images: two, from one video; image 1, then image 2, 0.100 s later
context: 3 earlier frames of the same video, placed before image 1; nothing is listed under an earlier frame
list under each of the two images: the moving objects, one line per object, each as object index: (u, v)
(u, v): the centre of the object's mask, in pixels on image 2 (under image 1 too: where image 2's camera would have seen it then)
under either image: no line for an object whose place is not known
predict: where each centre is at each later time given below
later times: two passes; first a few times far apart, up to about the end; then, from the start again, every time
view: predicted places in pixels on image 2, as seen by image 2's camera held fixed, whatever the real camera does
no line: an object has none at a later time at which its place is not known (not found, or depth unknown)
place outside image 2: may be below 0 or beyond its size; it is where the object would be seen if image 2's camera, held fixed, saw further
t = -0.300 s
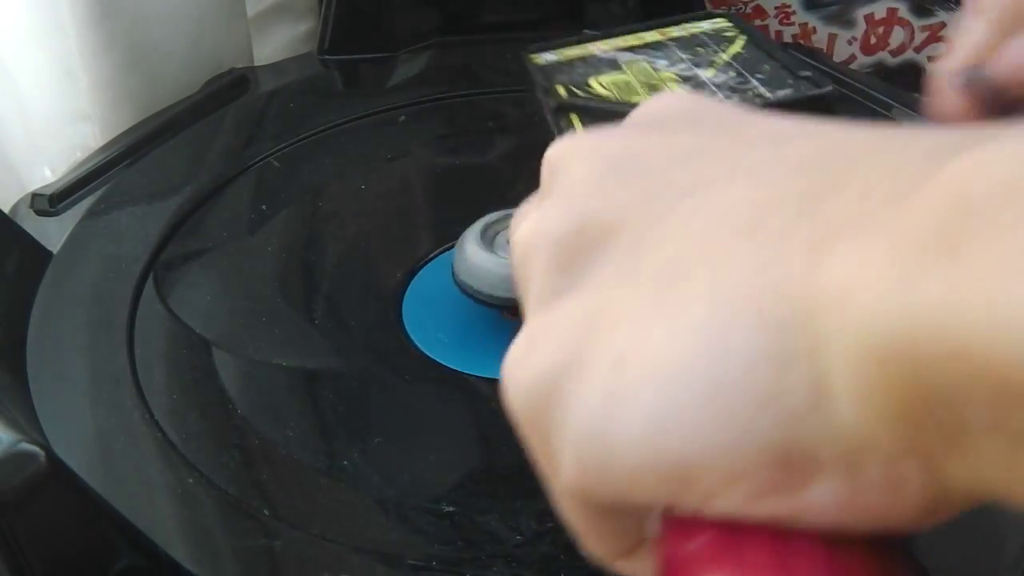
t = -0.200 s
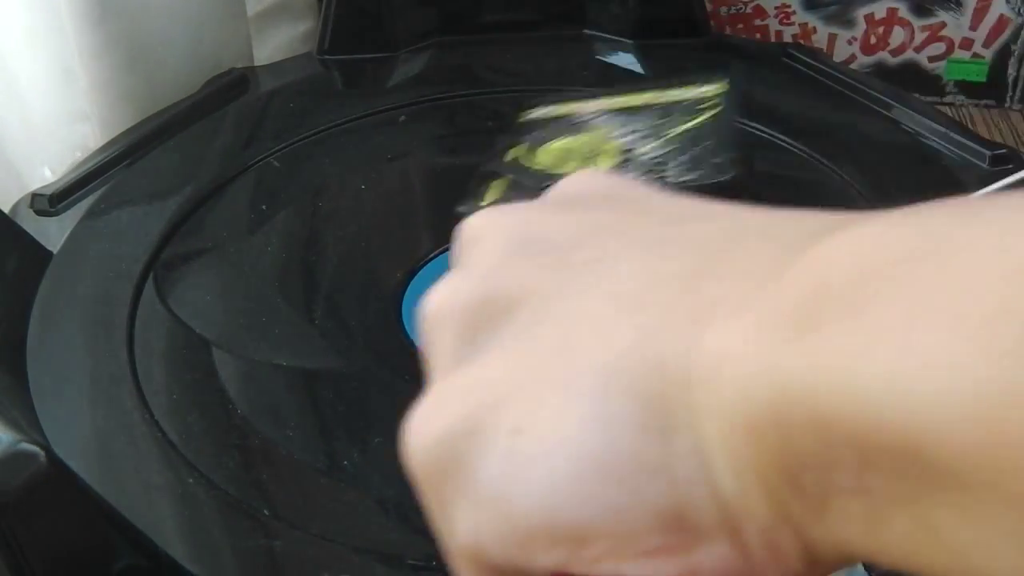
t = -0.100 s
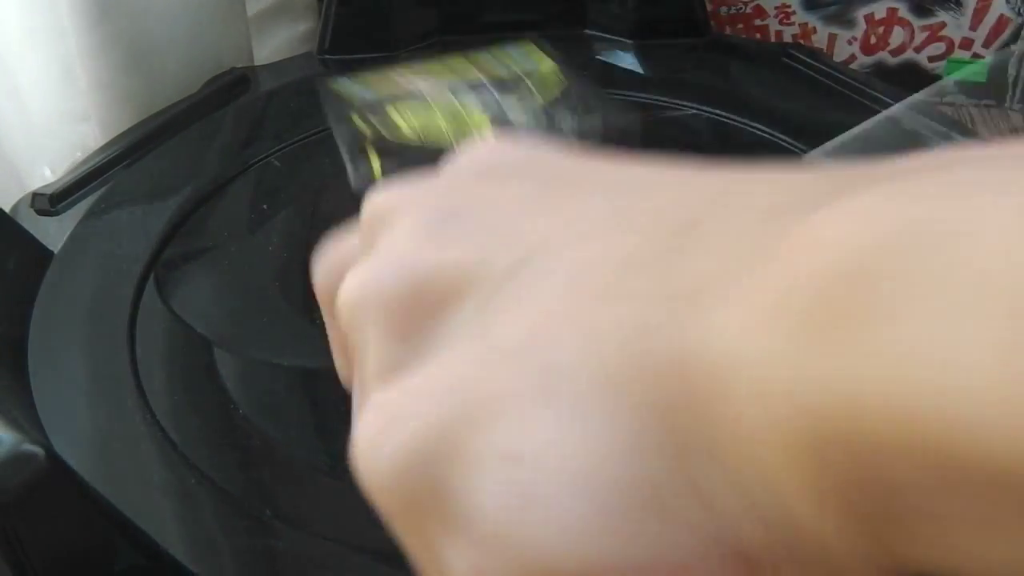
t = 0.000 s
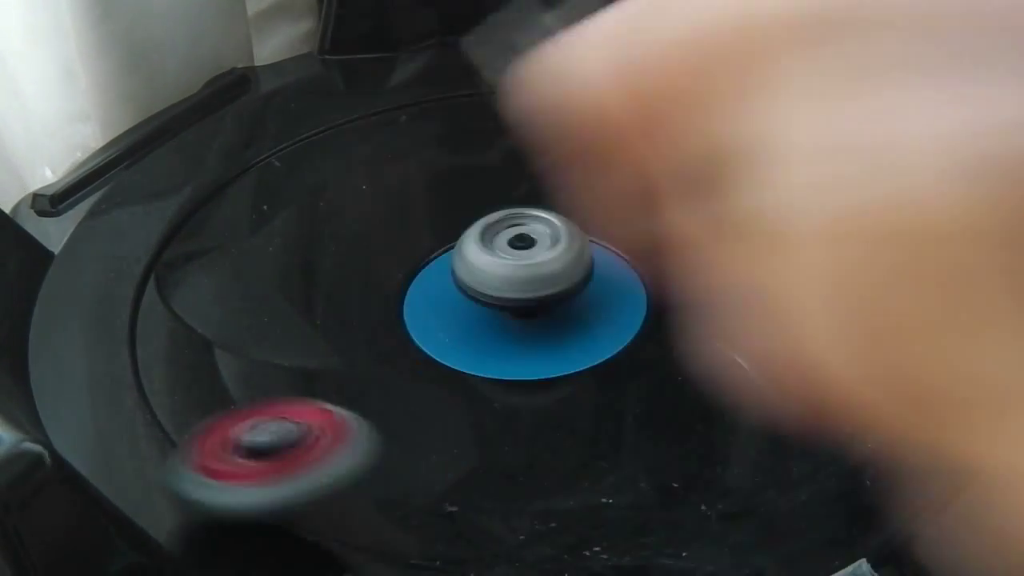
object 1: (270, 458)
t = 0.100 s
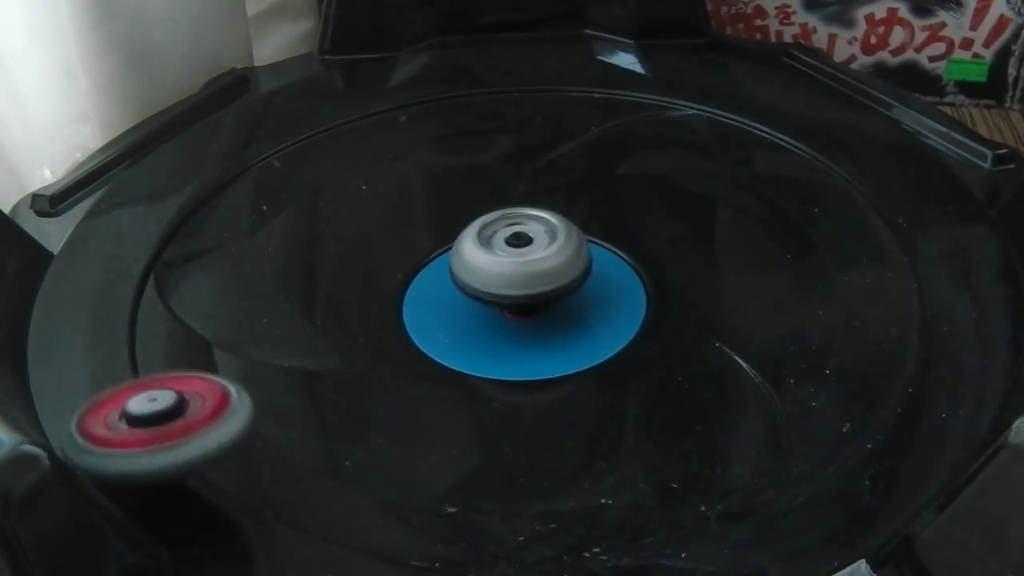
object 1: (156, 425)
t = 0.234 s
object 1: (160, 408)
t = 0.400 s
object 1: (225, 483)
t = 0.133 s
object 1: (152, 418)
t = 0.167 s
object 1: (152, 410)
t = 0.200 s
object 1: (155, 407)
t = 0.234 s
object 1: (160, 408)
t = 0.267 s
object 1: (168, 414)
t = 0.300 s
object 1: (178, 425)
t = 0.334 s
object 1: (189, 440)
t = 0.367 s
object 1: (203, 460)
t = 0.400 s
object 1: (225, 483)
